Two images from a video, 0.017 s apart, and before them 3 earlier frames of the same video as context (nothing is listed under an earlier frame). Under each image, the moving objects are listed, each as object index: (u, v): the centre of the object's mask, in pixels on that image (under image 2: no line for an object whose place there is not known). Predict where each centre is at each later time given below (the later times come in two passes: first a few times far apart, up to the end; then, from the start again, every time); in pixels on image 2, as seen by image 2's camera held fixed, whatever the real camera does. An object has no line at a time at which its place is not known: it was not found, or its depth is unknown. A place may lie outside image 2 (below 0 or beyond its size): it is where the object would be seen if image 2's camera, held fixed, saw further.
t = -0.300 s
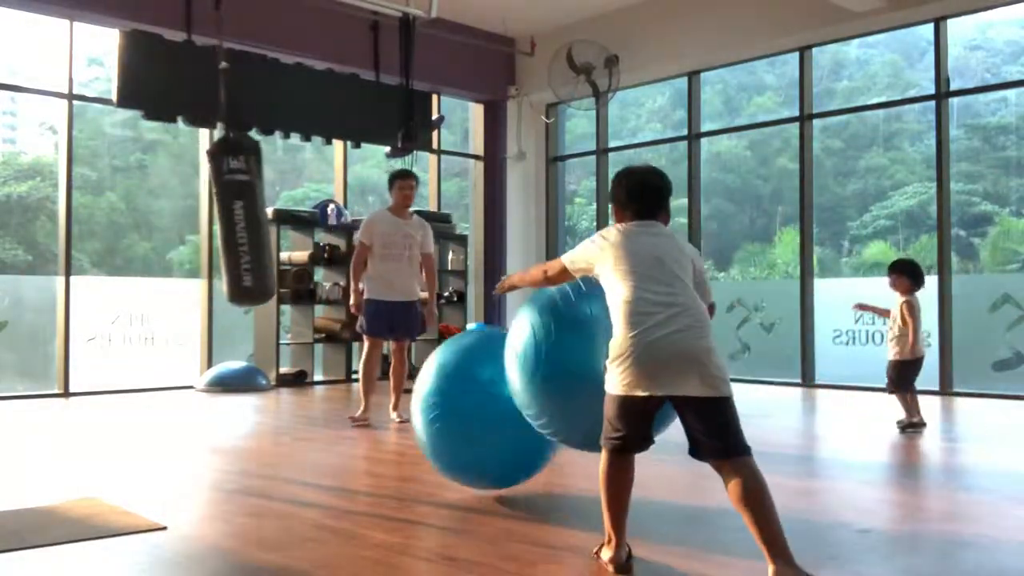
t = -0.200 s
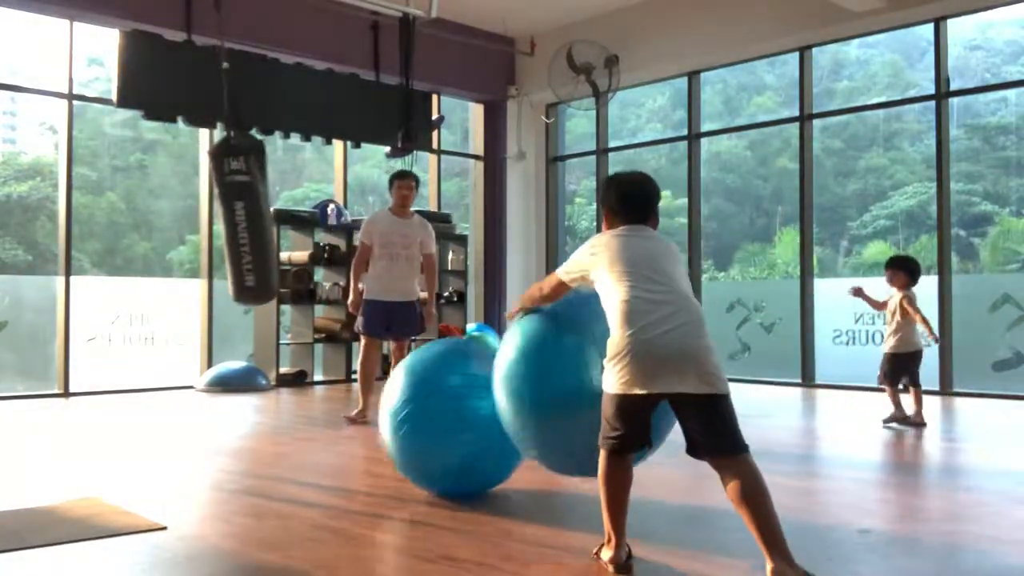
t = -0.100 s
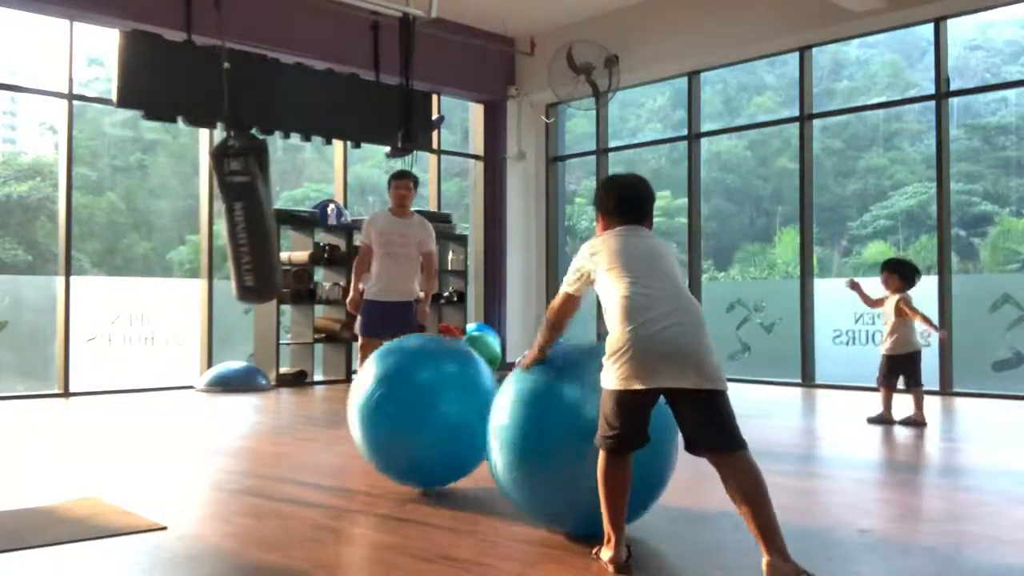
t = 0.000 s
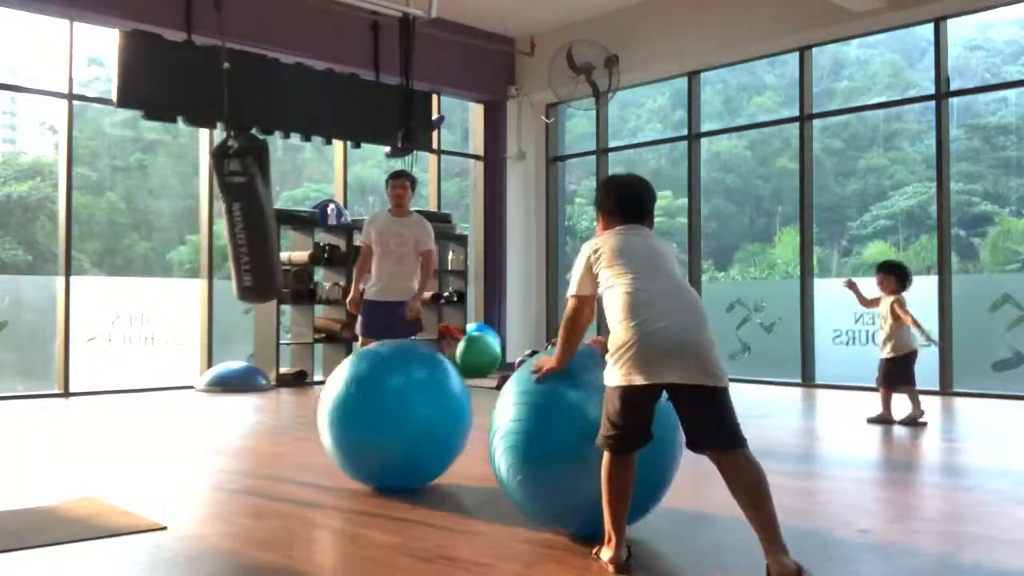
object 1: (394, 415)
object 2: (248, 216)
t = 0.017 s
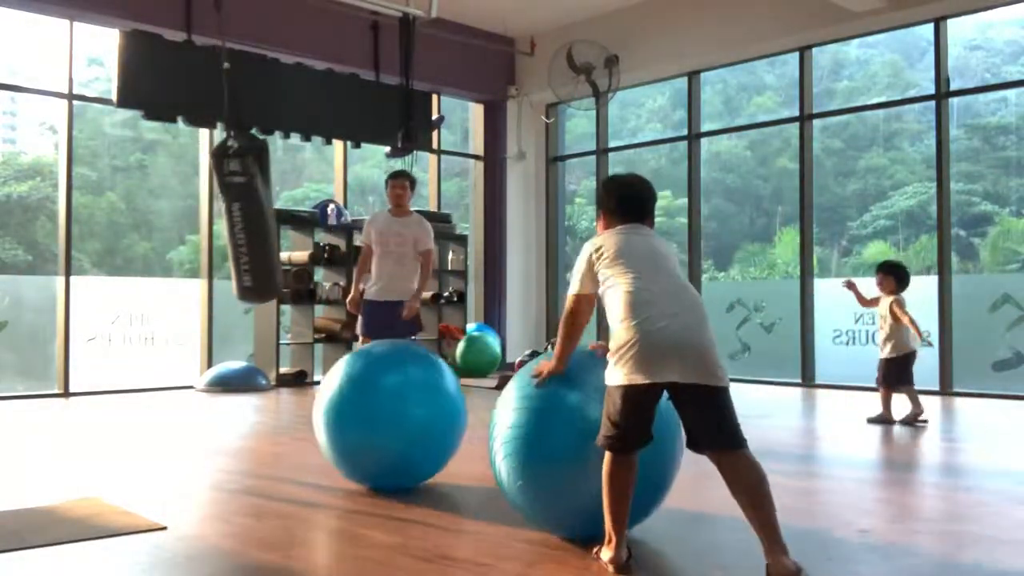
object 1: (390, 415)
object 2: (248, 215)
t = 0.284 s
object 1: (320, 406)
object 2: (242, 217)
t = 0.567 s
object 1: (257, 406)
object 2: (224, 218)
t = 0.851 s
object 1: (191, 405)
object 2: (203, 218)
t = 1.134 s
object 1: (124, 400)
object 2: (185, 214)
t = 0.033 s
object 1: (385, 413)
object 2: (248, 215)
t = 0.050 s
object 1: (380, 411)
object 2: (248, 216)
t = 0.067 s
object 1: (375, 409)
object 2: (248, 216)
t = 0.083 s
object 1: (371, 408)
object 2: (248, 216)
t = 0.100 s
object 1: (366, 408)
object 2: (248, 216)
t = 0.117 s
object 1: (362, 408)
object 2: (248, 216)
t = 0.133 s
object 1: (357, 408)
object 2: (248, 216)
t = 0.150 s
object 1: (353, 410)
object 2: (247, 216)
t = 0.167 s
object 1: (348, 411)
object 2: (247, 216)
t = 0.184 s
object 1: (344, 411)
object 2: (246, 216)
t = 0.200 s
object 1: (340, 410)
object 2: (245, 216)
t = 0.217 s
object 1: (336, 409)
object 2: (245, 217)
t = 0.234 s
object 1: (332, 407)
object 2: (244, 217)
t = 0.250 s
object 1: (328, 406)
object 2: (244, 217)
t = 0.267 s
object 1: (324, 406)
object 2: (243, 217)
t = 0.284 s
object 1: (320, 406)
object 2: (242, 217)
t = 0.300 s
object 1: (317, 406)
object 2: (241, 217)
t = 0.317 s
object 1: (313, 407)
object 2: (240, 217)
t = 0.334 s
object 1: (309, 407)
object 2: (240, 217)
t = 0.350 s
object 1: (305, 407)
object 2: (239, 217)
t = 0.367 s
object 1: (302, 407)
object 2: (238, 217)
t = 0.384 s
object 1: (298, 405)
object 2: (237, 217)
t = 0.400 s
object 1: (294, 405)
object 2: (236, 217)
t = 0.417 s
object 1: (290, 405)
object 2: (235, 217)
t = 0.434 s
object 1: (286, 405)
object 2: (233, 218)
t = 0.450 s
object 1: (283, 405)
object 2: (232, 218)
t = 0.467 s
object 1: (278, 406)
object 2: (231, 218)
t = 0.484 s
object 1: (275, 406)
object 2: (230, 217)
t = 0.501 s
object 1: (271, 406)
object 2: (230, 217)
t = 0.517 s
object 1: (267, 406)
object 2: (227, 218)
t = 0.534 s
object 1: (263, 406)
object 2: (226, 218)
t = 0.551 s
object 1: (260, 406)
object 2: (225, 218)
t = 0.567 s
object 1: (257, 406)
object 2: (224, 218)
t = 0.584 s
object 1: (253, 405)
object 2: (223, 218)
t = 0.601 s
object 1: (249, 406)
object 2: (222, 218)
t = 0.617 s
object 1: (246, 407)
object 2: (221, 218)
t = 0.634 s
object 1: (241, 407)
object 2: (220, 218)
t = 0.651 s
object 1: (238, 407)
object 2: (218, 218)
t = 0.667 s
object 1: (234, 407)
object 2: (217, 218)
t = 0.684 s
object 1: (230, 407)
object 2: (216, 218)
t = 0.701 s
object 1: (226, 407)
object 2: (215, 218)
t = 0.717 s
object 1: (222, 406)
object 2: (214, 218)
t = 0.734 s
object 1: (218, 406)
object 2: (212, 218)
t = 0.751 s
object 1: (215, 406)
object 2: (211, 218)
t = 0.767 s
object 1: (211, 406)
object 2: (209, 219)
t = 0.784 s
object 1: (207, 406)
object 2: (208, 218)
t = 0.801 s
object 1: (203, 406)
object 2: (207, 218)
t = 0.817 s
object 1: (199, 406)
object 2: (205, 218)
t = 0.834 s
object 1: (195, 405)
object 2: (204, 218)
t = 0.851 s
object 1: (191, 405)
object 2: (203, 218)
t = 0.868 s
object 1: (187, 404)
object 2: (202, 218)
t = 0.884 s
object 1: (184, 404)
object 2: (200, 218)
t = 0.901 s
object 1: (180, 404)
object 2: (199, 217)
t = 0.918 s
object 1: (176, 404)
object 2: (198, 217)
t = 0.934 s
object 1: (172, 404)
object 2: (197, 217)
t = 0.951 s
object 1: (168, 404)
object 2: (196, 216)
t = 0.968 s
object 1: (164, 403)
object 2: (194, 216)
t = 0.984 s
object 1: (160, 403)
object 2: (193, 216)
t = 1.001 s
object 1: (157, 402)
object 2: (192, 216)
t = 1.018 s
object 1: (153, 402)
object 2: (191, 215)
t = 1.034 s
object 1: (149, 402)
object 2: (191, 216)
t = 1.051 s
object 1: (145, 402)
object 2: (190, 216)
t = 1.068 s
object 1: (141, 402)
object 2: (189, 215)
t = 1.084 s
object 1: (137, 402)
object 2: (188, 215)
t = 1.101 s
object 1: (132, 401)
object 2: (187, 215)
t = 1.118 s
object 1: (128, 401)
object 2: (186, 214)
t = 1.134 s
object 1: (124, 400)
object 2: (185, 214)
